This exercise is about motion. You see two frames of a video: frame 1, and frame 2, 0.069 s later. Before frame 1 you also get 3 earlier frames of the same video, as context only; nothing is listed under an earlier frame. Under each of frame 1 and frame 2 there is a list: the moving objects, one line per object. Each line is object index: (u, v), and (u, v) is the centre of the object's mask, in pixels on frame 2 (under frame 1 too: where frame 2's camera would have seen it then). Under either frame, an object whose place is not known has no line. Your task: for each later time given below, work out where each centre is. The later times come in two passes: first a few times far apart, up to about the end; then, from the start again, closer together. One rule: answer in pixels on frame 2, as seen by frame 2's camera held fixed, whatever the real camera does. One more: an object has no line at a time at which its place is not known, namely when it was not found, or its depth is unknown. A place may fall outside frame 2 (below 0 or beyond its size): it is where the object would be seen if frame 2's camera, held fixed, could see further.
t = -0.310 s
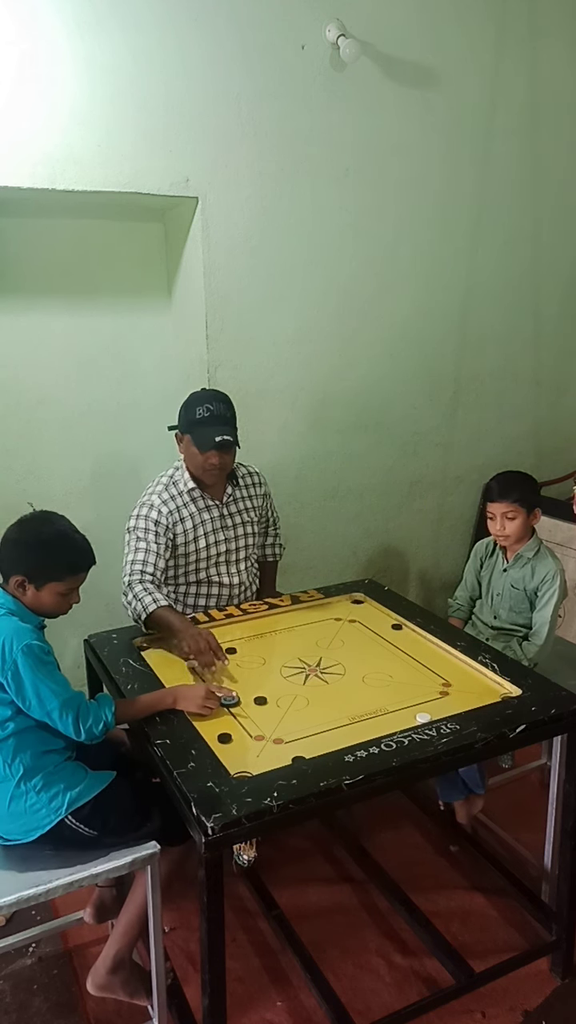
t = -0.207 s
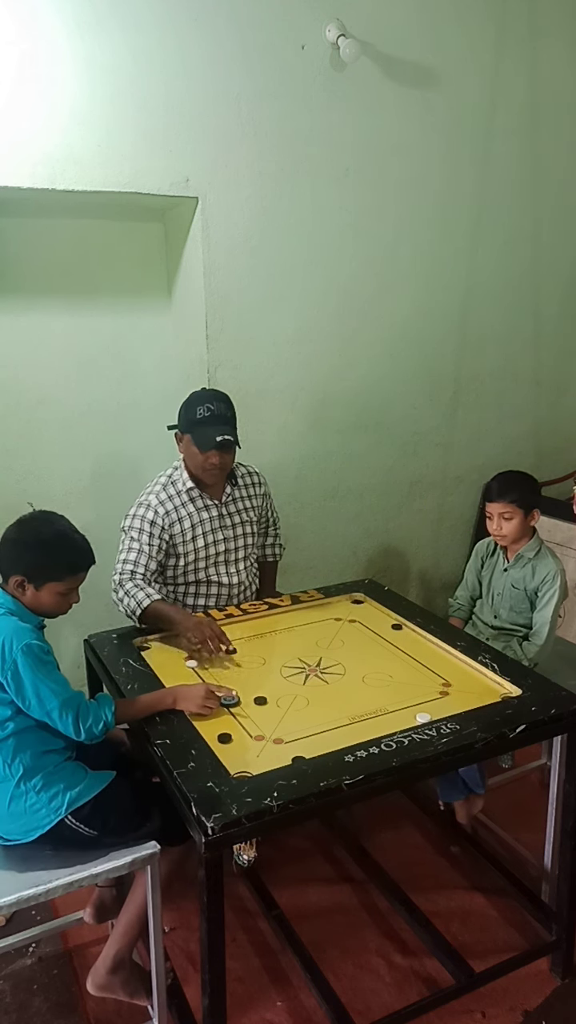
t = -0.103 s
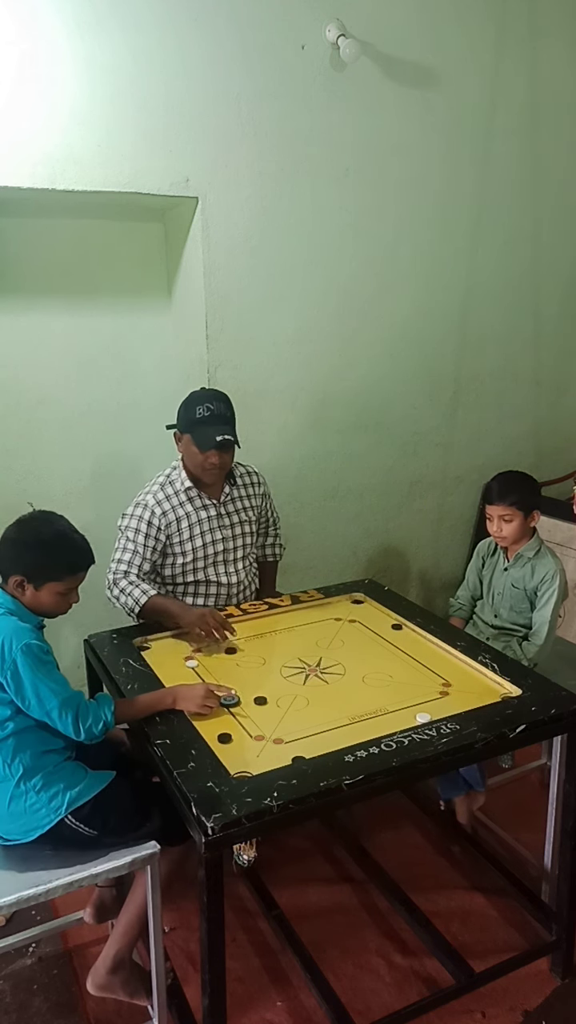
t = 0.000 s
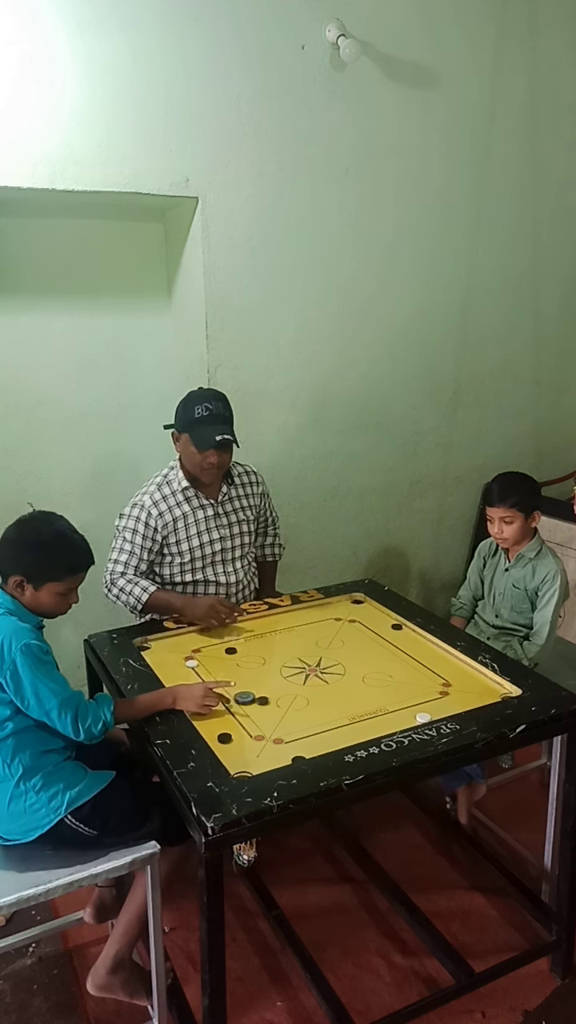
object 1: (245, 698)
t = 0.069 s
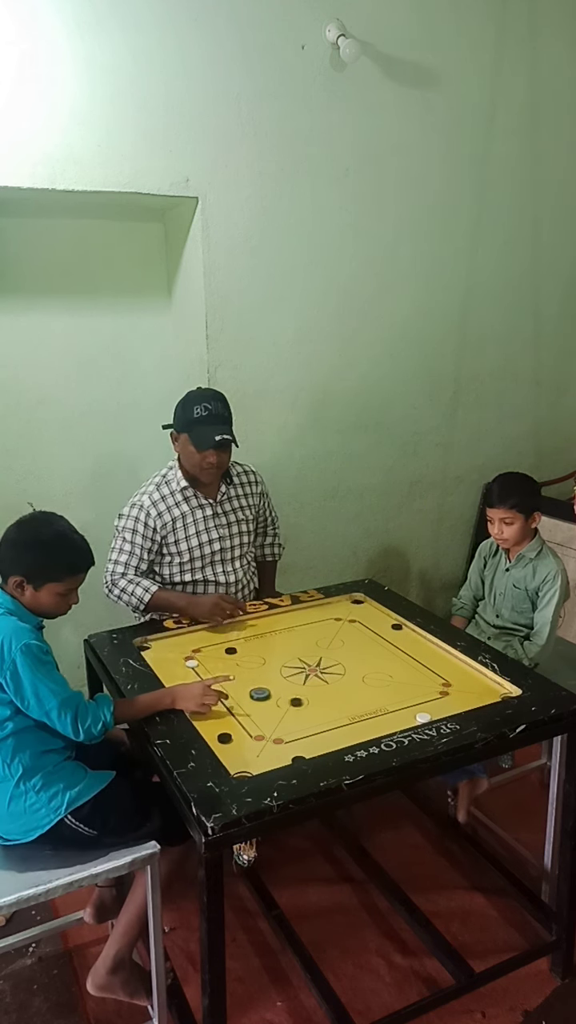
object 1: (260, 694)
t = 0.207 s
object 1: (288, 686)
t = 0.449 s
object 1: (334, 674)
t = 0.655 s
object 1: (368, 664)
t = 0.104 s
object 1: (267, 692)
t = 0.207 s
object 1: (288, 686)
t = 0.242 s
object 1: (295, 684)
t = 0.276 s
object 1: (302, 683)
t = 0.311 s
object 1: (308, 681)
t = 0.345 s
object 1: (315, 679)
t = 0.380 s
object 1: (321, 678)
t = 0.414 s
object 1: (327, 676)
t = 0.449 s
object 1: (334, 674)
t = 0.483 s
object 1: (339, 672)
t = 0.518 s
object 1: (345, 671)
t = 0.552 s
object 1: (351, 669)
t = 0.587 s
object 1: (357, 667)
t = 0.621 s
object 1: (363, 666)
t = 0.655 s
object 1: (368, 664)
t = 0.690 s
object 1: (374, 662)
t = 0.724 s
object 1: (379, 661)
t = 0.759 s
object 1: (384, 659)
